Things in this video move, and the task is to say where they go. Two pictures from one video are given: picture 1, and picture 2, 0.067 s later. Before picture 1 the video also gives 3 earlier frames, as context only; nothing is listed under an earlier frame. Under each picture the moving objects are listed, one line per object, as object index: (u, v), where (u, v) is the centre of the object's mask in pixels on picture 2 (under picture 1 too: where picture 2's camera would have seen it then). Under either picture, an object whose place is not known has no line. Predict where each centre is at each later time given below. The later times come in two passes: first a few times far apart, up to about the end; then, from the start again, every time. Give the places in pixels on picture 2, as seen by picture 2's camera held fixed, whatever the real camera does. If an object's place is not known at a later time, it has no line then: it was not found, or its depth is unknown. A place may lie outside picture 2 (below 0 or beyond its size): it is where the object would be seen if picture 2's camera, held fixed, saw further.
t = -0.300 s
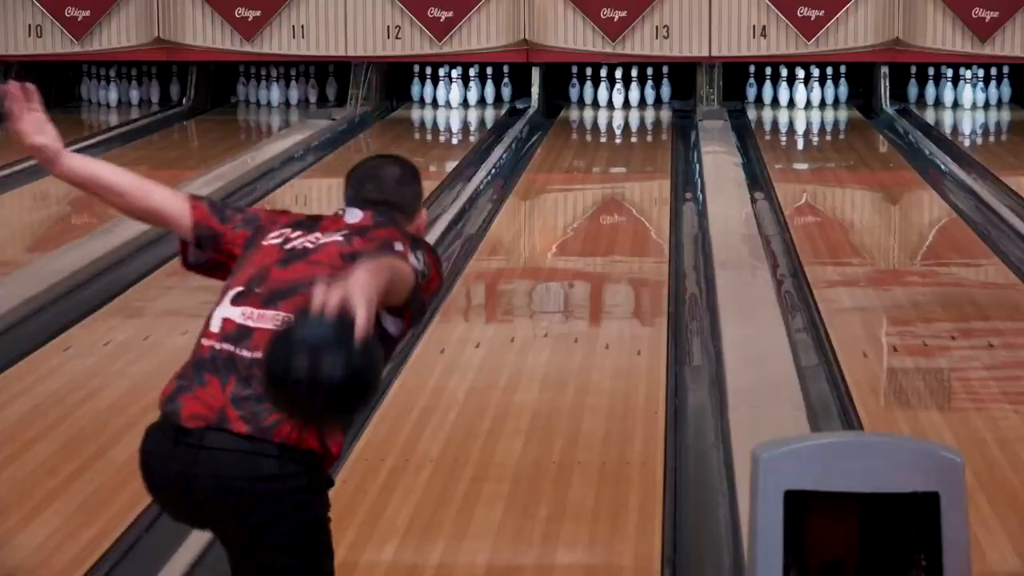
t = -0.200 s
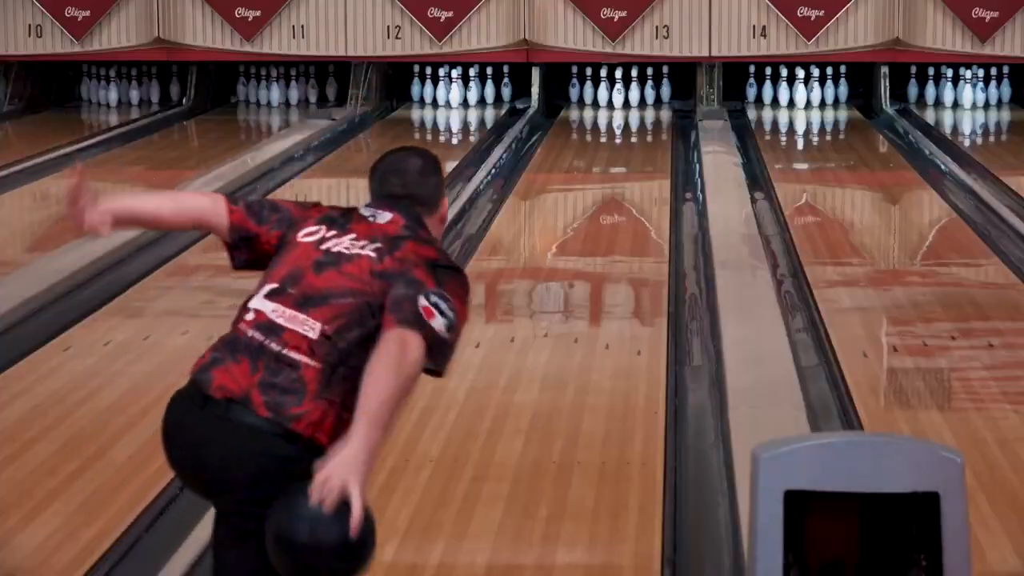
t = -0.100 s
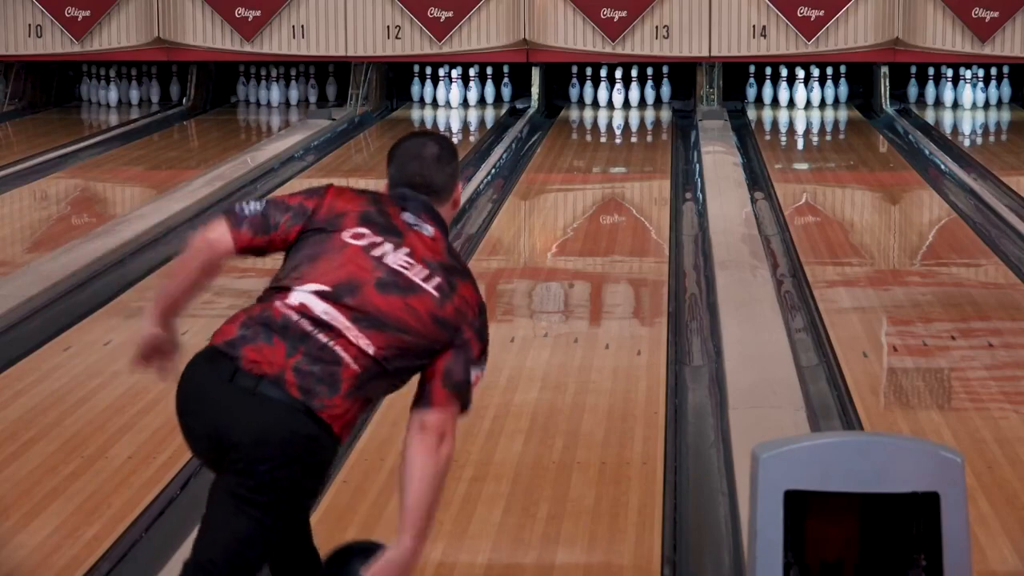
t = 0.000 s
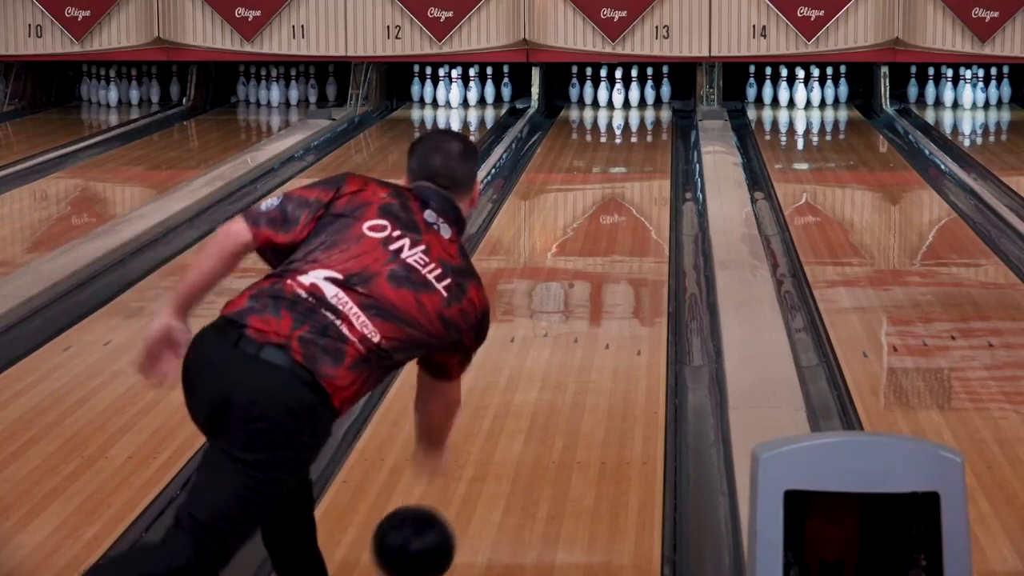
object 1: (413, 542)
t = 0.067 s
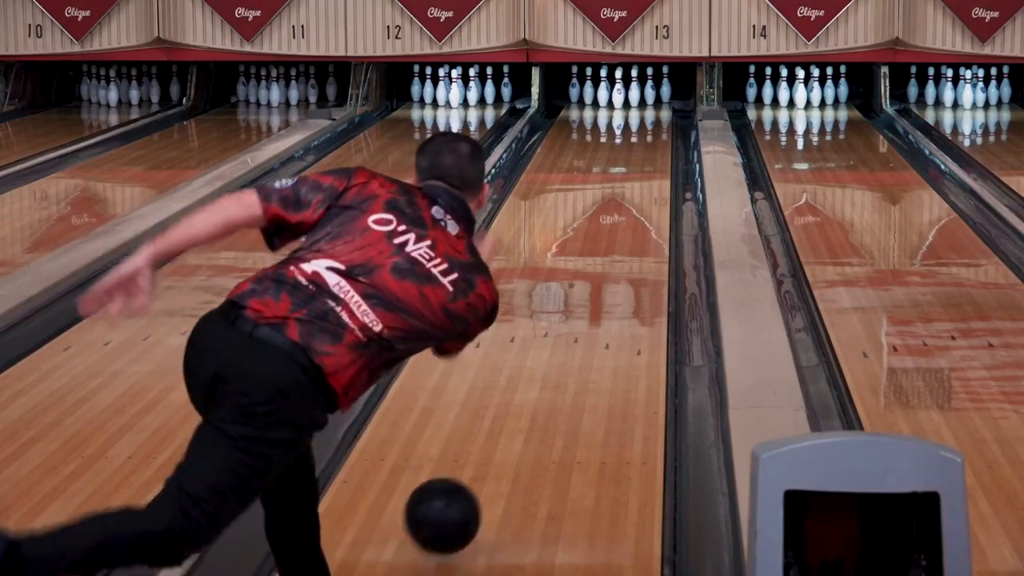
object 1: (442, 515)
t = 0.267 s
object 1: (506, 412)
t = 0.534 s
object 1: (559, 315)
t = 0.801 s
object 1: (593, 251)
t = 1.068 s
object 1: (616, 204)
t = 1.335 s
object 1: (632, 169)
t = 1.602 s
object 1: (641, 143)
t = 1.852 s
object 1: (641, 124)
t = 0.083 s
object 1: (449, 511)
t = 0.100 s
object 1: (455, 500)
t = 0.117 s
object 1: (461, 489)
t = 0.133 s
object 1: (467, 480)
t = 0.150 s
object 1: (472, 471)
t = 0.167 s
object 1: (478, 462)
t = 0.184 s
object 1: (483, 453)
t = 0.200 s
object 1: (488, 444)
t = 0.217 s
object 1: (493, 436)
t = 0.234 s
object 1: (497, 427)
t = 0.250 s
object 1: (502, 419)
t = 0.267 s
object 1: (506, 412)
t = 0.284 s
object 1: (510, 404)
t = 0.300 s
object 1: (514, 397)
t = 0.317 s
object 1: (518, 389)
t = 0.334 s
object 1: (522, 383)
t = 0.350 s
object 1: (526, 376)
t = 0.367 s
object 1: (529, 370)
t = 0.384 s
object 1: (532, 364)
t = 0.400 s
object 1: (536, 358)
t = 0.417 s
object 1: (539, 352)
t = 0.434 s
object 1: (542, 346)
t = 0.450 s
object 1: (545, 340)
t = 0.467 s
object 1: (548, 335)
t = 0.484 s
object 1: (551, 330)
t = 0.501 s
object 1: (554, 325)
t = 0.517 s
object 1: (557, 320)
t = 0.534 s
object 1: (559, 315)
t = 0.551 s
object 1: (562, 310)
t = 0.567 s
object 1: (564, 305)
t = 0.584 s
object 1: (567, 301)
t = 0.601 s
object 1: (569, 296)
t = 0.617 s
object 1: (572, 292)
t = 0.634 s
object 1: (574, 288)
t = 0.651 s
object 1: (576, 285)
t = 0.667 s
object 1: (578, 280)
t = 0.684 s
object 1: (580, 277)
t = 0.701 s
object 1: (582, 273)
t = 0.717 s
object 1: (584, 269)
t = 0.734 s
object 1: (586, 265)
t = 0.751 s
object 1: (588, 261)
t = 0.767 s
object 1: (590, 258)
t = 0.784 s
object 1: (592, 255)
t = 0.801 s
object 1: (593, 251)
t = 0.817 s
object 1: (595, 248)
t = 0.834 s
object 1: (597, 244)
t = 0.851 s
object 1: (598, 241)
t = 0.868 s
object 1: (600, 238)
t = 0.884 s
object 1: (601, 235)
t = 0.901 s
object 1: (603, 233)
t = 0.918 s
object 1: (604, 229)
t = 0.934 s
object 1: (606, 226)
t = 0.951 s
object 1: (607, 224)
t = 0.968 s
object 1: (608, 221)
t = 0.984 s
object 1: (610, 218)
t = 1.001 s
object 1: (611, 215)
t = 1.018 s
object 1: (612, 212)
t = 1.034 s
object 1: (614, 210)
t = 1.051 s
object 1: (615, 207)
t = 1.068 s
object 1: (616, 204)
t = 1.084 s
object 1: (617, 202)
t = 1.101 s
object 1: (618, 200)
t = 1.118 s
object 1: (619, 197)
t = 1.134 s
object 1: (620, 195)
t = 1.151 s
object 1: (622, 192)
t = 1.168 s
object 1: (622, 190)
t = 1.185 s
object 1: (624, 188)
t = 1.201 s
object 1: (625, 186)
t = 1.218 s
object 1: (626, 184)
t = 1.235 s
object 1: (627, 181)
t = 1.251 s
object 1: (627, 179)
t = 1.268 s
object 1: (628, 177)
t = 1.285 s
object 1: (629, 175)
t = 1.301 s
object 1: (630, 173)
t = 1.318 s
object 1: (631, 171)
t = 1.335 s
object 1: (632, 169)
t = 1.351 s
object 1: (633, 168)
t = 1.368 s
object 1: (633, 166)
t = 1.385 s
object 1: (634, 164)
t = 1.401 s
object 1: (635, 163)
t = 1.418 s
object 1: (635, 161)
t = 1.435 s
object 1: (636, 158)
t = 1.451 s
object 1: (637, 157)
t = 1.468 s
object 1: (637, 156)
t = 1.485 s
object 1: (638, 154)
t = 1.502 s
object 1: (638, 153)
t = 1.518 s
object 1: (639, 151)
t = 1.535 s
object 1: (639, 149)
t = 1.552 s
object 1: (640, 148)
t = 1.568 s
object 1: (640, 146)
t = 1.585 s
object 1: (641, 145)
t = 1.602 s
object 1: (641, 143)
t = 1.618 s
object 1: (641, 142)
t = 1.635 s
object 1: (642, 140)
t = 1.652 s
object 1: (642, 139)
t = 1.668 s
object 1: (642, 138)
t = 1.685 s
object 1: (642, 137)
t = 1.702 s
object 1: (642, 135)
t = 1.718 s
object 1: (642, 134)
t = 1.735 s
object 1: (642, 132)
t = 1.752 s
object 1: (642, 131)
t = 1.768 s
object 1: (642, 130)
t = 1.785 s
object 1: (642, 128)
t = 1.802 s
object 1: (642, 127)
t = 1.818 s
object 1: (642, 126)
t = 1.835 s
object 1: (641, 125)
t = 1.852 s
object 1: (641, 124)
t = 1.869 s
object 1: (641, 123)
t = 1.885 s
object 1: (641, 121)
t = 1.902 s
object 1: (641, 121)
